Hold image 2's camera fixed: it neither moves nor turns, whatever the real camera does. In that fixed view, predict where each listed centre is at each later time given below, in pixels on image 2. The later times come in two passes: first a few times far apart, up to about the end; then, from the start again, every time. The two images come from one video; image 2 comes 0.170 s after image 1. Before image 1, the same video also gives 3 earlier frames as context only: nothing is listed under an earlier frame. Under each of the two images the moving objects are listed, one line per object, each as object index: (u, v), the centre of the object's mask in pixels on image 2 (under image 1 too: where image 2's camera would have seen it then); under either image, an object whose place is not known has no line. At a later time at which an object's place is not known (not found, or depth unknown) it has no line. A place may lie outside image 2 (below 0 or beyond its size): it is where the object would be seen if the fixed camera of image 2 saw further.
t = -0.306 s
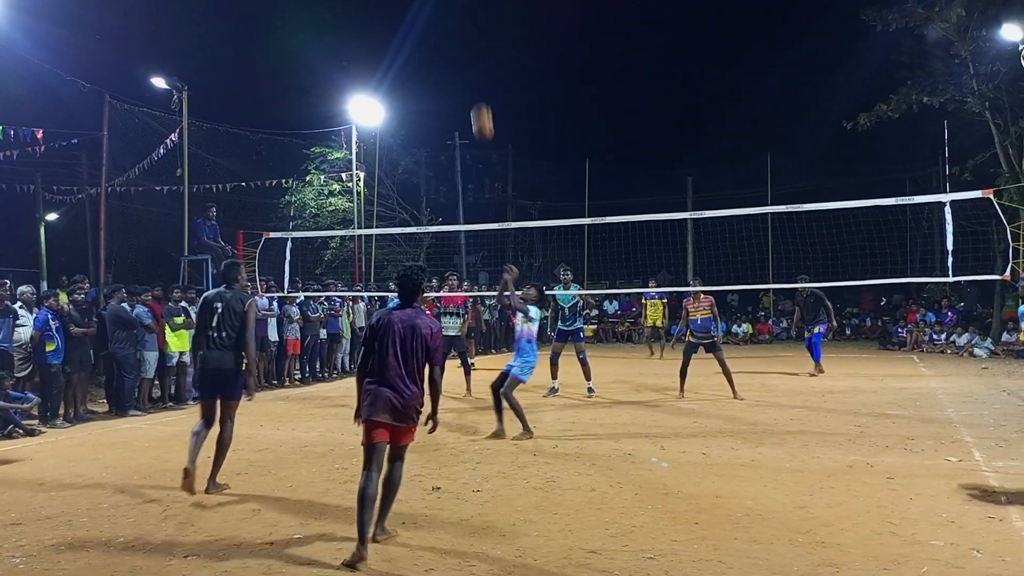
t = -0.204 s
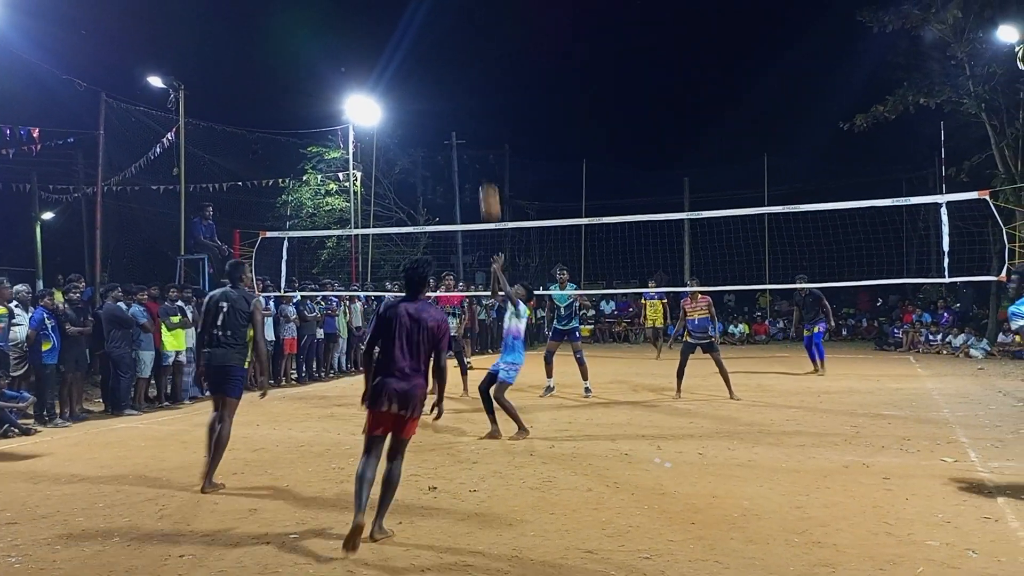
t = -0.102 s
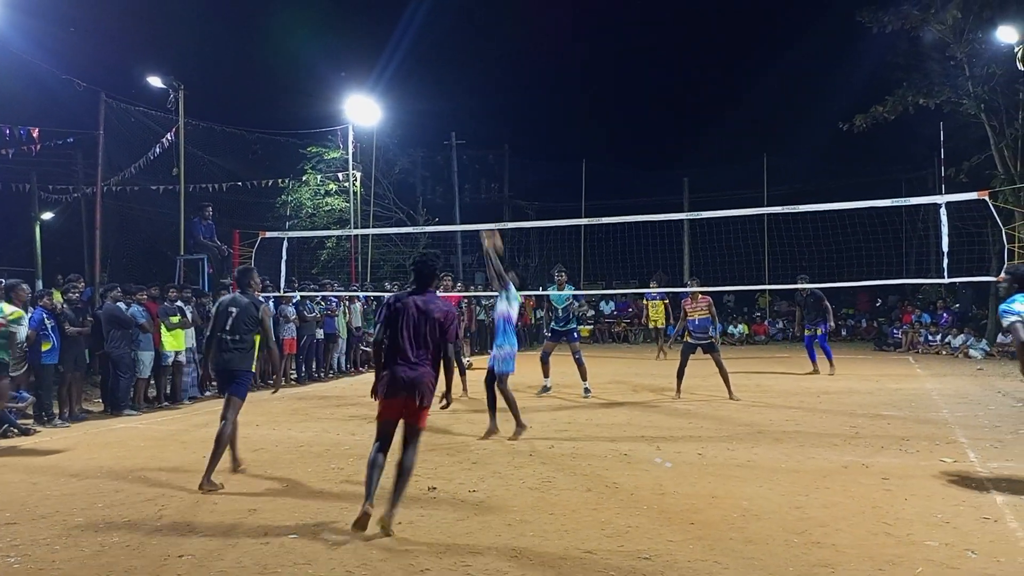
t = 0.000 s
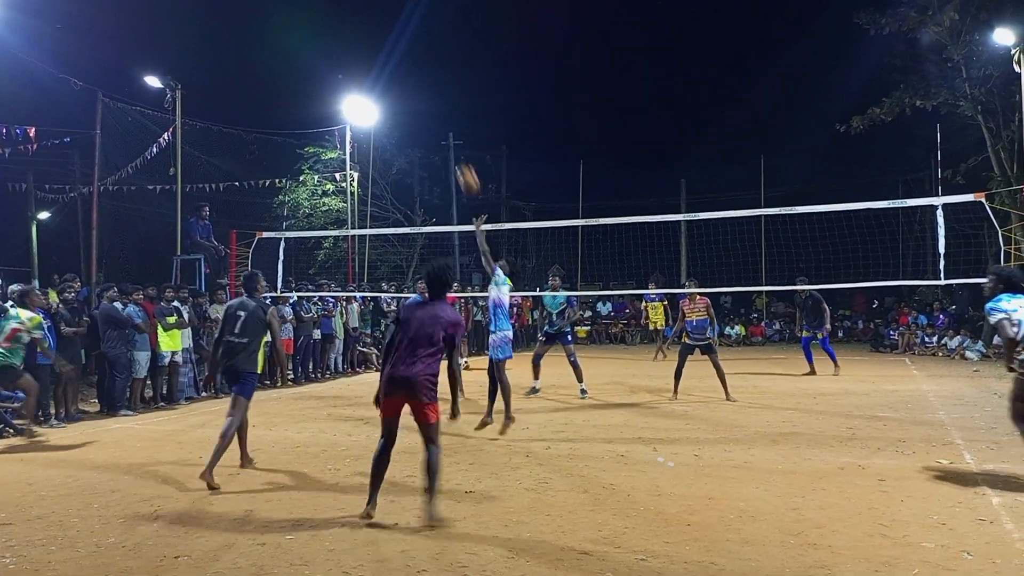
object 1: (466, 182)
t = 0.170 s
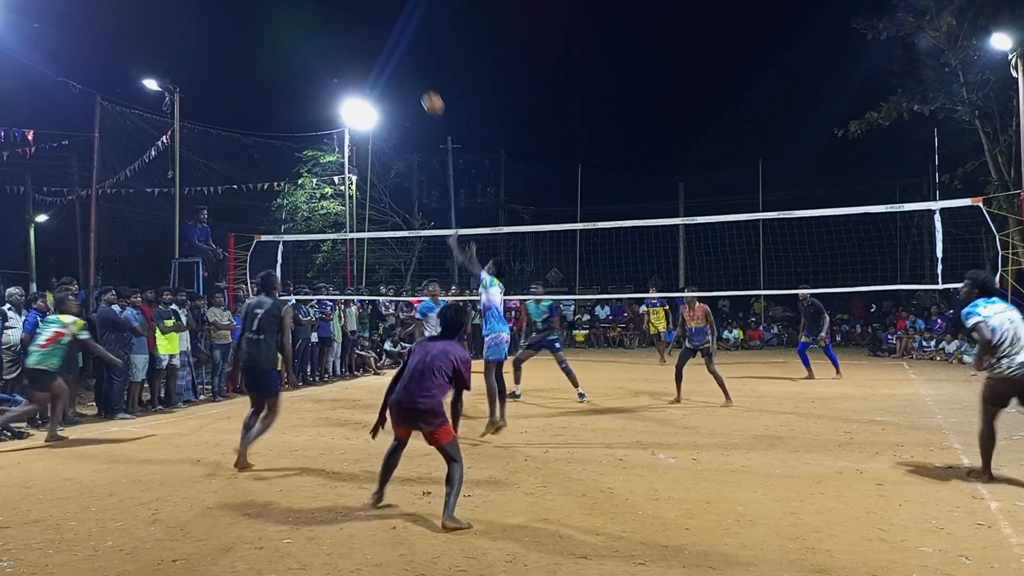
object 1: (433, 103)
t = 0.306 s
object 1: (408, 62)
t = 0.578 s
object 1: (365, 31)
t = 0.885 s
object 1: (324, 67)
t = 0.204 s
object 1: (426, 91)
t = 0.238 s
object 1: (420, 80)
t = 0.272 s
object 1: (414, 71)
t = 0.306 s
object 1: (408, 62)
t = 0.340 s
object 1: (402, 55)
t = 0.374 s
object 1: (397, 48)
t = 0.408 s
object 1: (391, 43)
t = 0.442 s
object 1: (386, 39)
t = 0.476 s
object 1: (380, 35)
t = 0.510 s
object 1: (375, 33)
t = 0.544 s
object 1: (370, 31)
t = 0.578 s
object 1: (365, 31)
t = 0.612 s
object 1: (360, 31)
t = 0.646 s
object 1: (355, 33)
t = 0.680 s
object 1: (350, 35)
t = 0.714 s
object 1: (346, 38)
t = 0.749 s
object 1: (341, 42)
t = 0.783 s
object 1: (336, 47)
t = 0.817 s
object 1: (332, 53)
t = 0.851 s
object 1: (328, 60)
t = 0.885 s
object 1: (324, 67)
